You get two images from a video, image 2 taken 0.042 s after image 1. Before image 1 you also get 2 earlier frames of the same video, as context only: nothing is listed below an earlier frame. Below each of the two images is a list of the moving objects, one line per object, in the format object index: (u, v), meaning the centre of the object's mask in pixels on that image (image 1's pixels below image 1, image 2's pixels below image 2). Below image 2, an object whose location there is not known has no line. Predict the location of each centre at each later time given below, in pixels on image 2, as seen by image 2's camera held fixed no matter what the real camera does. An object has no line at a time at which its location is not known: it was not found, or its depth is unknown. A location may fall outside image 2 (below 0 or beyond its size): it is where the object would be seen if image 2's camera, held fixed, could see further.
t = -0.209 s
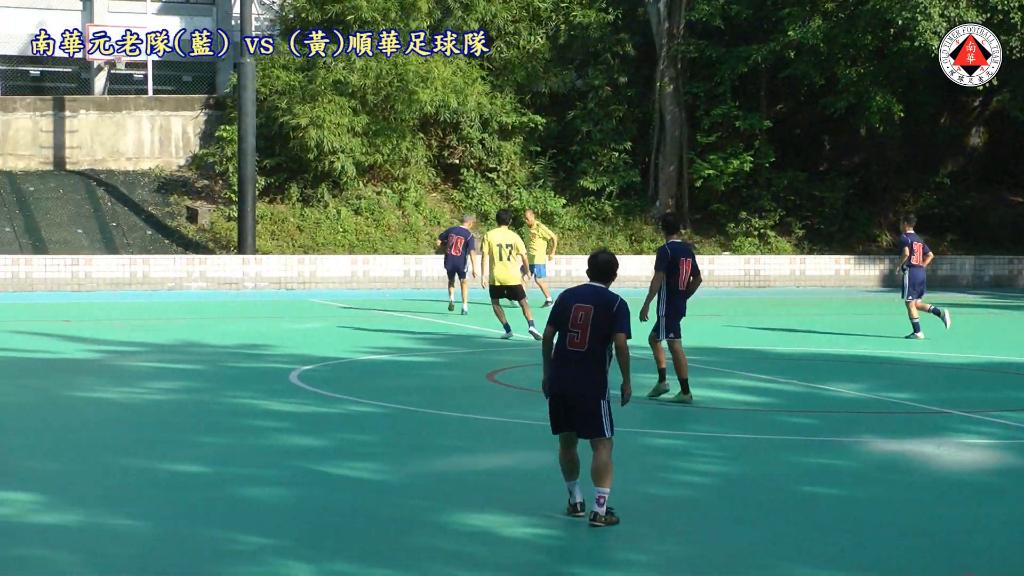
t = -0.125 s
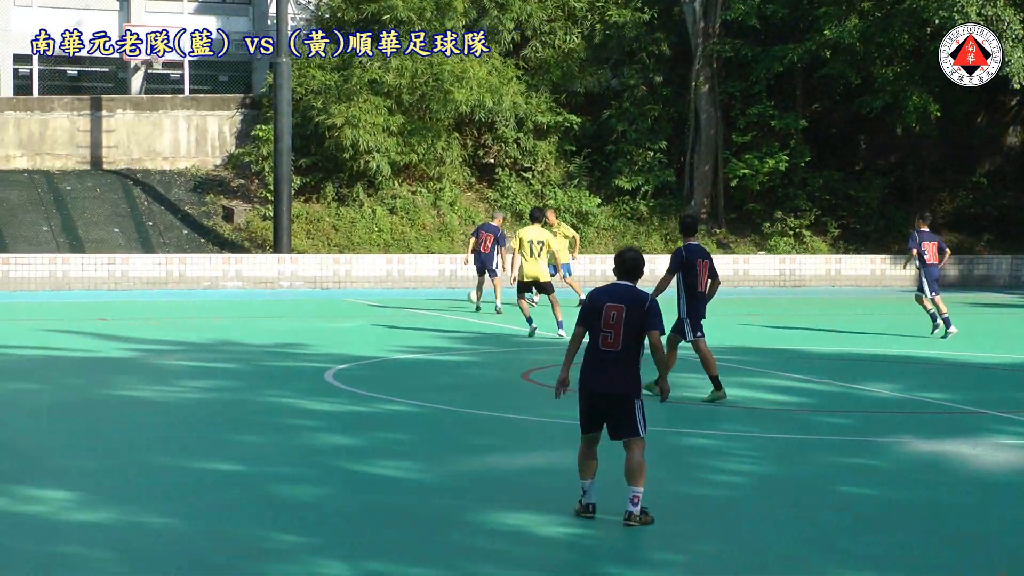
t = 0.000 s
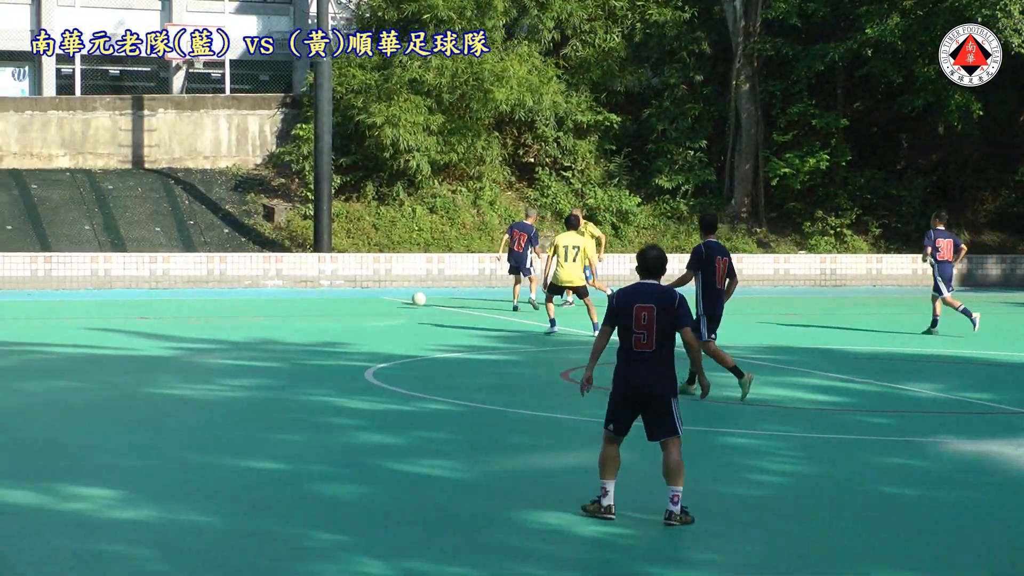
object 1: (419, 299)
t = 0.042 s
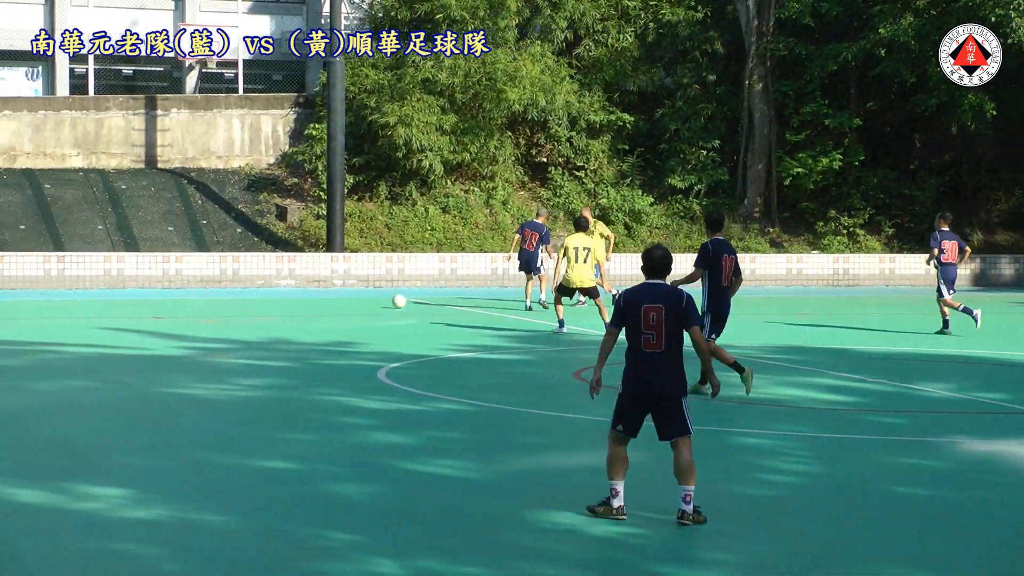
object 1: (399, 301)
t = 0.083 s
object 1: (371, 301)
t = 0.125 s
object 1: (344, 299)
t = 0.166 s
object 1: (316, 299)
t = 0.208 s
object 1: (293, 300)
